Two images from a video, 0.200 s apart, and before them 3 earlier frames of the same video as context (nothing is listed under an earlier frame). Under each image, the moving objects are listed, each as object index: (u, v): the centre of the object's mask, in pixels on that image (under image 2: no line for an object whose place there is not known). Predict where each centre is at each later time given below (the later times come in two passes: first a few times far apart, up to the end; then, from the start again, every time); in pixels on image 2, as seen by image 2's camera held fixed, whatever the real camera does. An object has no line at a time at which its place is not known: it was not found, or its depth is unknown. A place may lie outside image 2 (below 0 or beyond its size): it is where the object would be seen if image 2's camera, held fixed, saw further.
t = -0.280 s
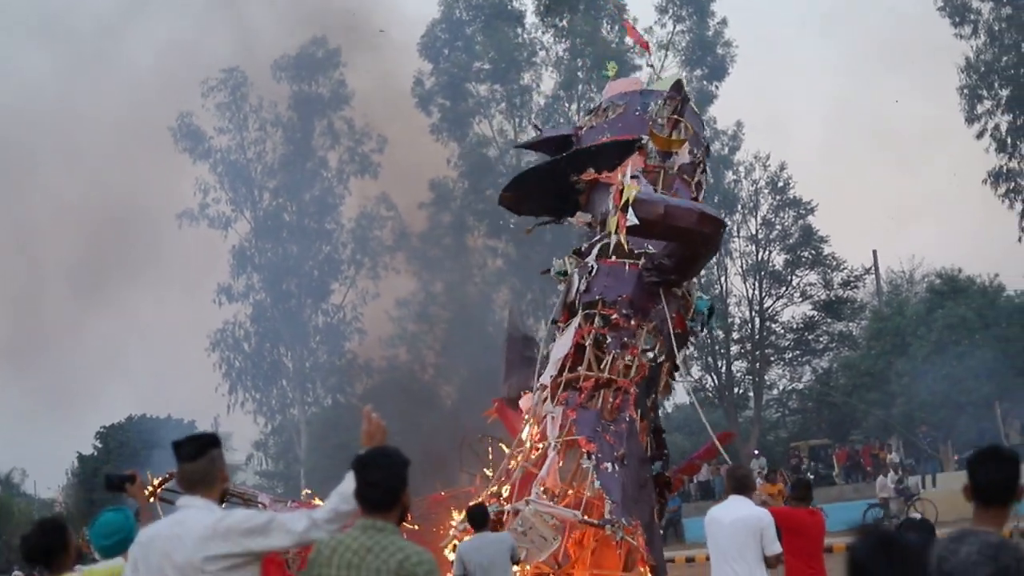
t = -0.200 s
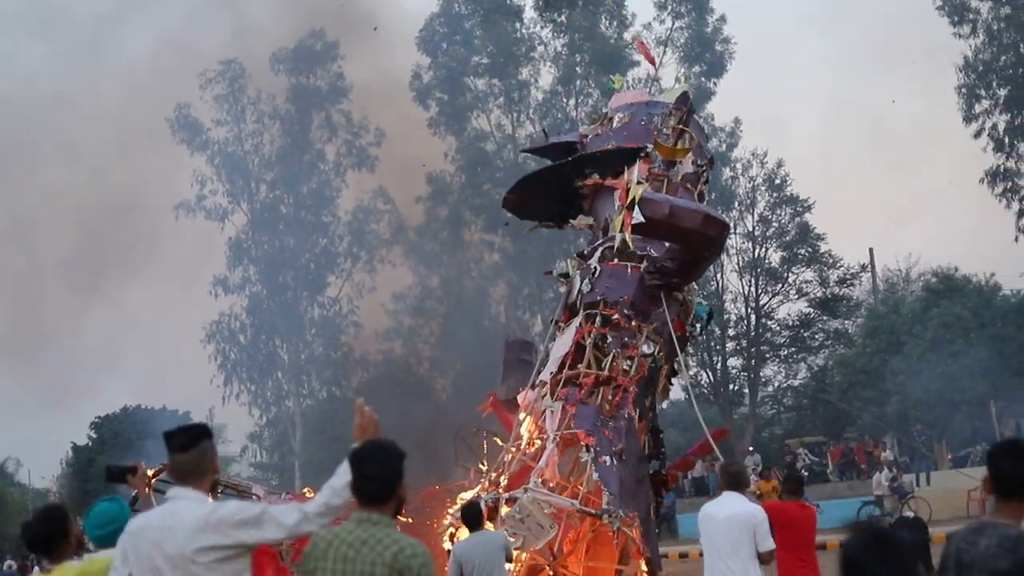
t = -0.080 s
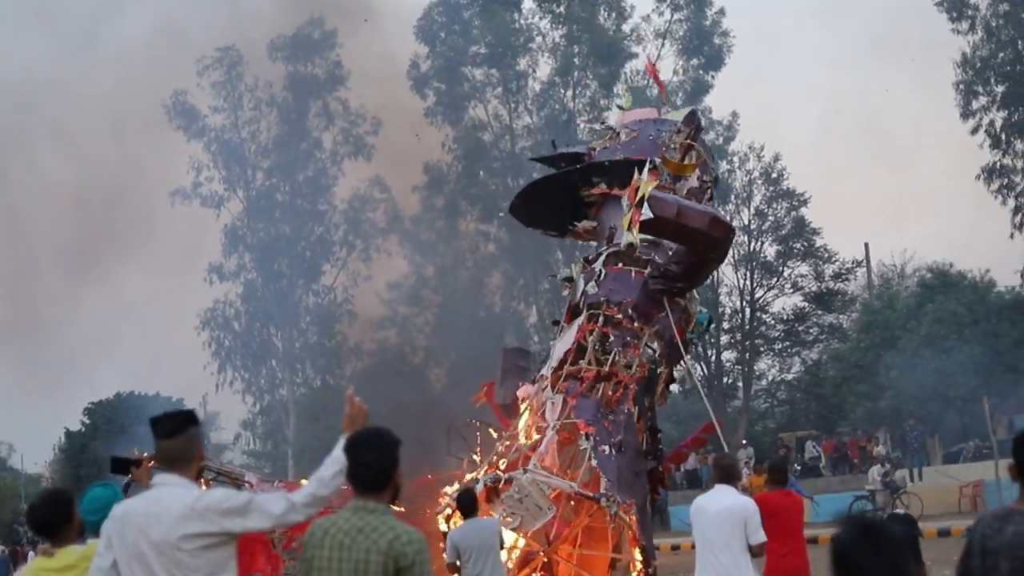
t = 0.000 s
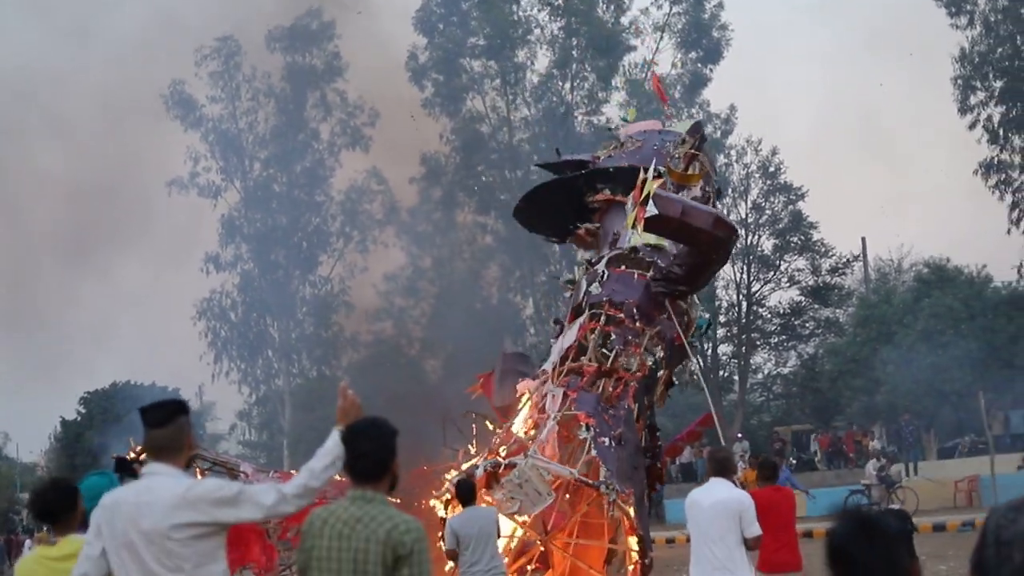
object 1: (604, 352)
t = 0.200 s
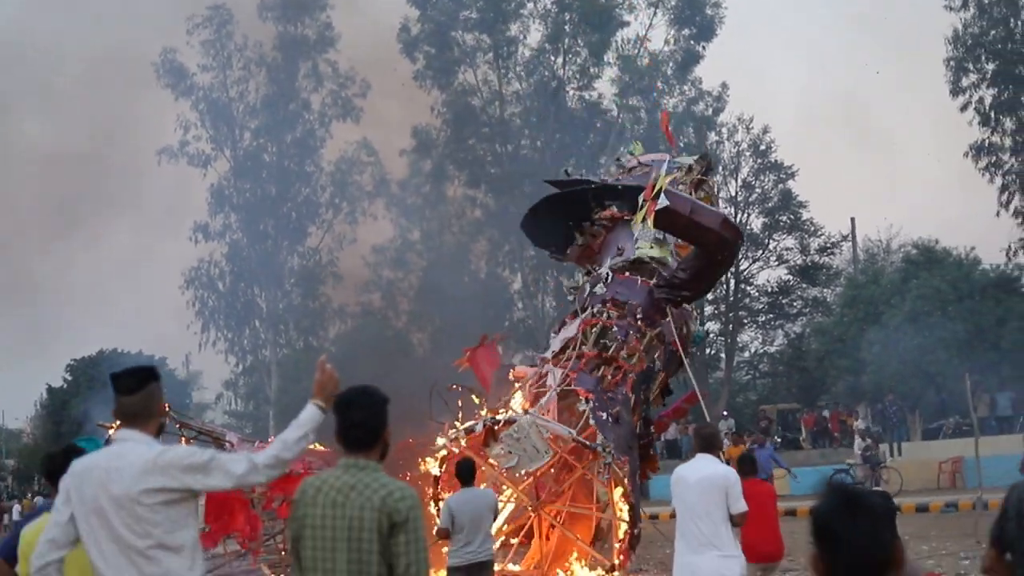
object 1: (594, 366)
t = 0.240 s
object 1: (594, 373)
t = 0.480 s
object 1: (600, 406)
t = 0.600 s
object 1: (598, 430)
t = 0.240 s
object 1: (594, 373)
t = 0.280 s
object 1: (595, 379)
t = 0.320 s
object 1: (597, 385)
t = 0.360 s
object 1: (597, 393)
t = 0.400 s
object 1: (598, 399)
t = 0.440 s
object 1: (598, 407)
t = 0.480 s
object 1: (600, 406)
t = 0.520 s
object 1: (598, 419)
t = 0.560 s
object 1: (604, 416)
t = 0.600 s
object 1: (598, 430)
